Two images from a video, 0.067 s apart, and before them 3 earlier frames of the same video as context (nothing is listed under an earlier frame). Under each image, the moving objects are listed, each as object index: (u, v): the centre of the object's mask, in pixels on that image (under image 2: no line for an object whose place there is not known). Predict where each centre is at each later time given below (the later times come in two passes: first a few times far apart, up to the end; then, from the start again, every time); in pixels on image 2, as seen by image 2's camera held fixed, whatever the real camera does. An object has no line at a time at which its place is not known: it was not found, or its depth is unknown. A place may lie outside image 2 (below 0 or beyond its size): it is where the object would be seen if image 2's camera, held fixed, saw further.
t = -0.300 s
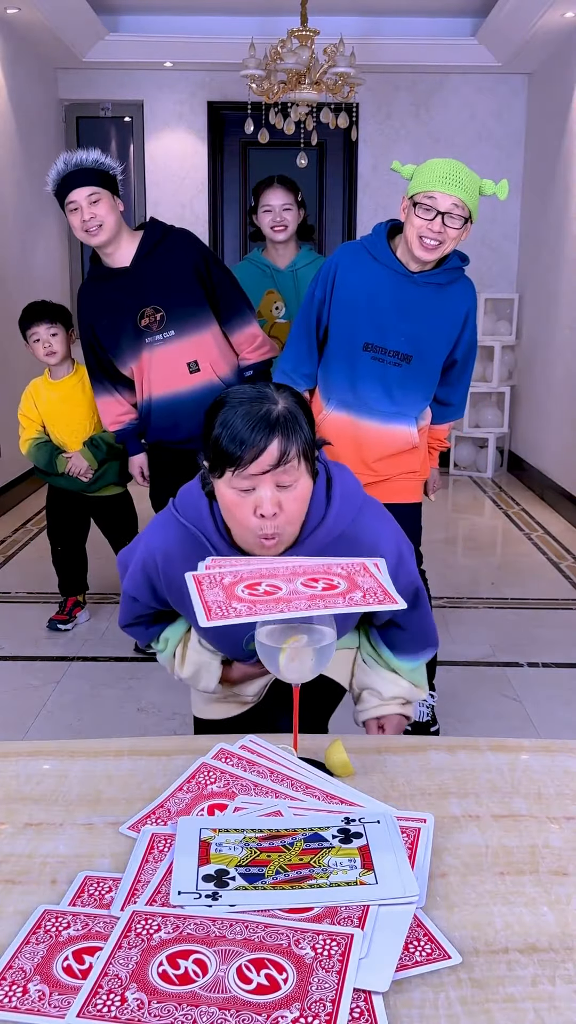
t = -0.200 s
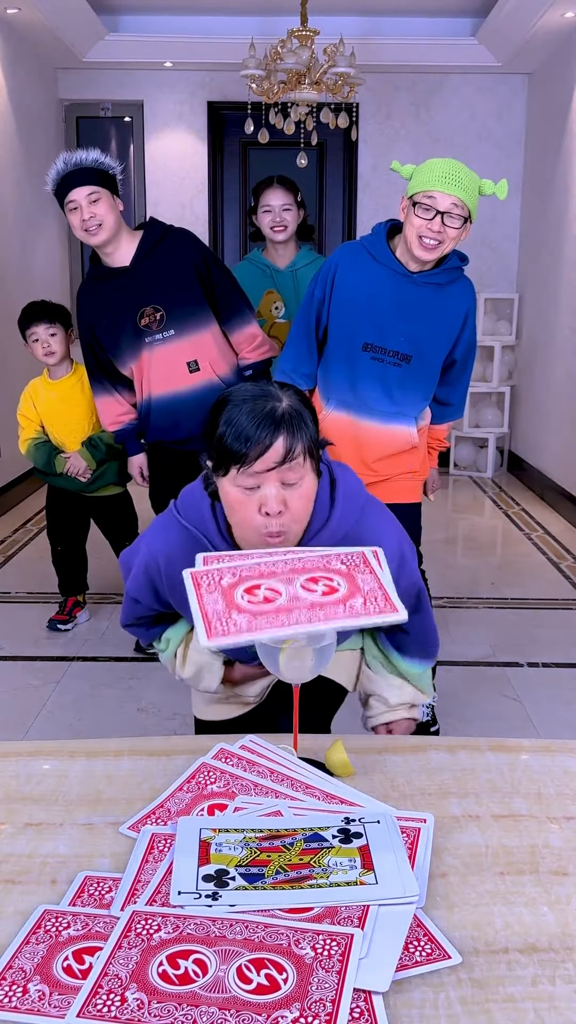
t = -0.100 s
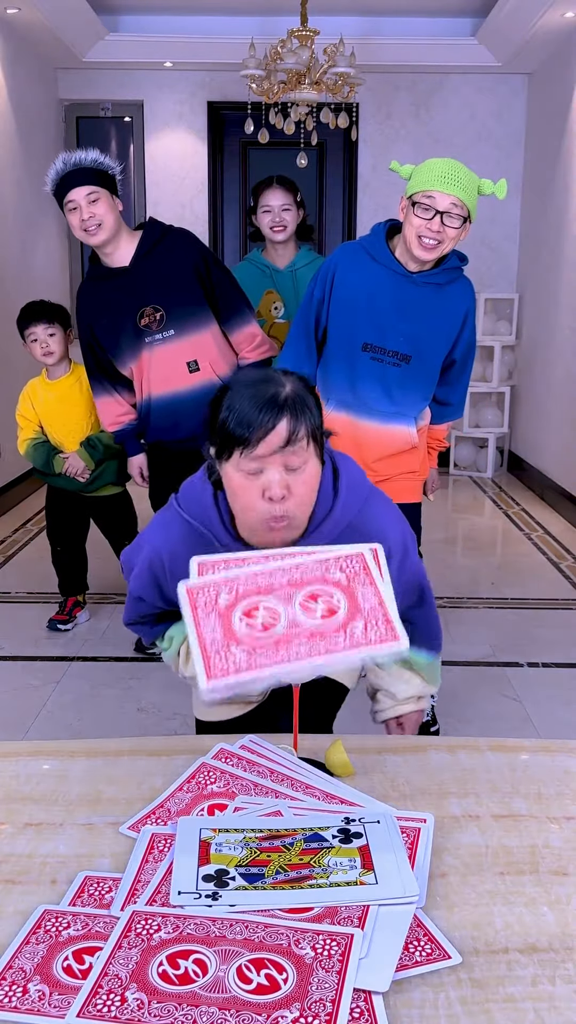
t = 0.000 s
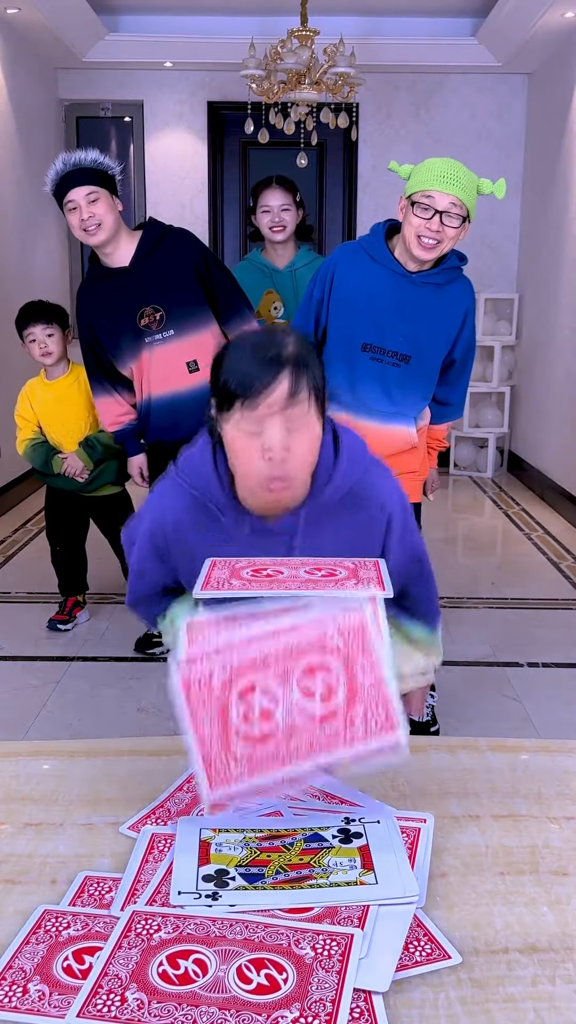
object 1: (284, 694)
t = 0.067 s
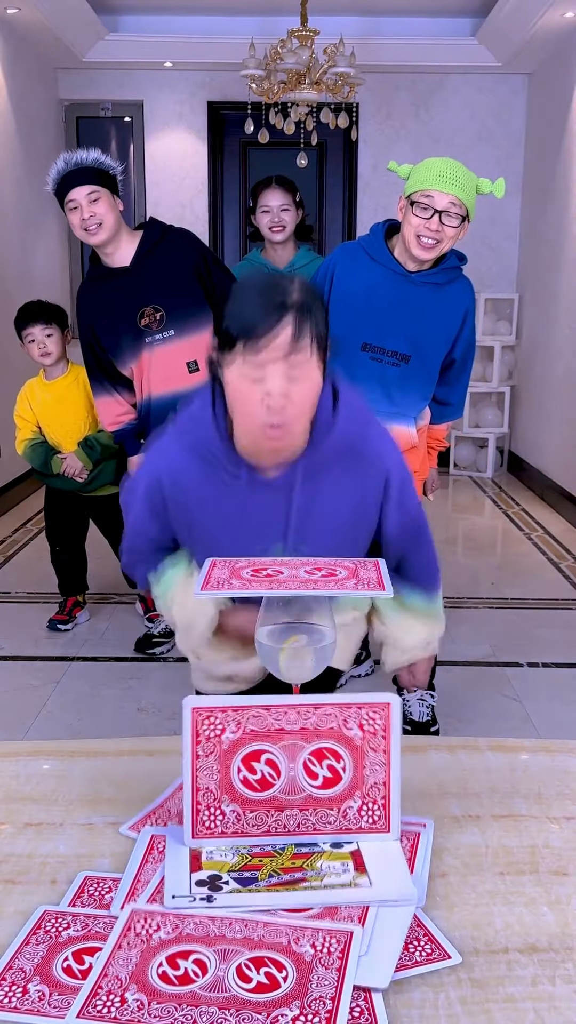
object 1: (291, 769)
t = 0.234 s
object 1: (294, 779)
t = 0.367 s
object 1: (287, 839)
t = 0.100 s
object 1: (293, 769)
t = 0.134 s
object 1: (292, 771)
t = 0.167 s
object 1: (293, 774)
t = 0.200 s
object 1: (294, 776)
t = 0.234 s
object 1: (294, 779)
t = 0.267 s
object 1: (296, 783)
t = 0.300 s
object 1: (295, 797)
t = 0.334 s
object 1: (296, 810)
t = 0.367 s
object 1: (287, 839)
